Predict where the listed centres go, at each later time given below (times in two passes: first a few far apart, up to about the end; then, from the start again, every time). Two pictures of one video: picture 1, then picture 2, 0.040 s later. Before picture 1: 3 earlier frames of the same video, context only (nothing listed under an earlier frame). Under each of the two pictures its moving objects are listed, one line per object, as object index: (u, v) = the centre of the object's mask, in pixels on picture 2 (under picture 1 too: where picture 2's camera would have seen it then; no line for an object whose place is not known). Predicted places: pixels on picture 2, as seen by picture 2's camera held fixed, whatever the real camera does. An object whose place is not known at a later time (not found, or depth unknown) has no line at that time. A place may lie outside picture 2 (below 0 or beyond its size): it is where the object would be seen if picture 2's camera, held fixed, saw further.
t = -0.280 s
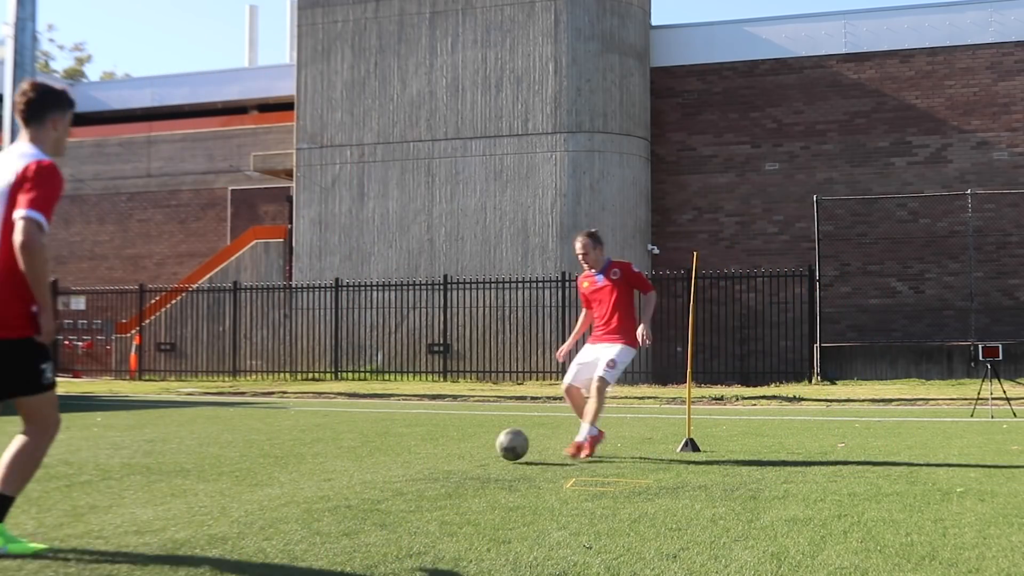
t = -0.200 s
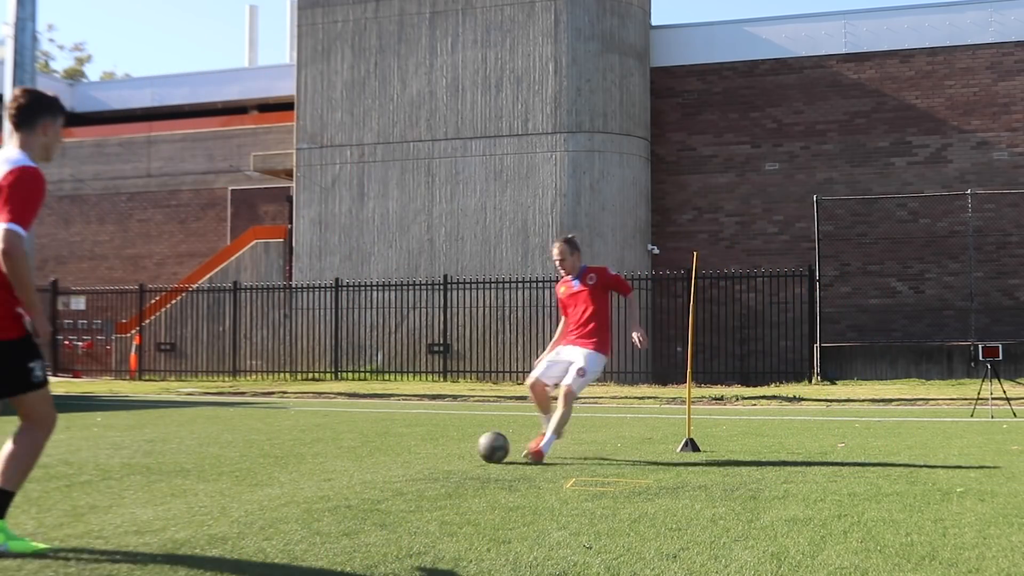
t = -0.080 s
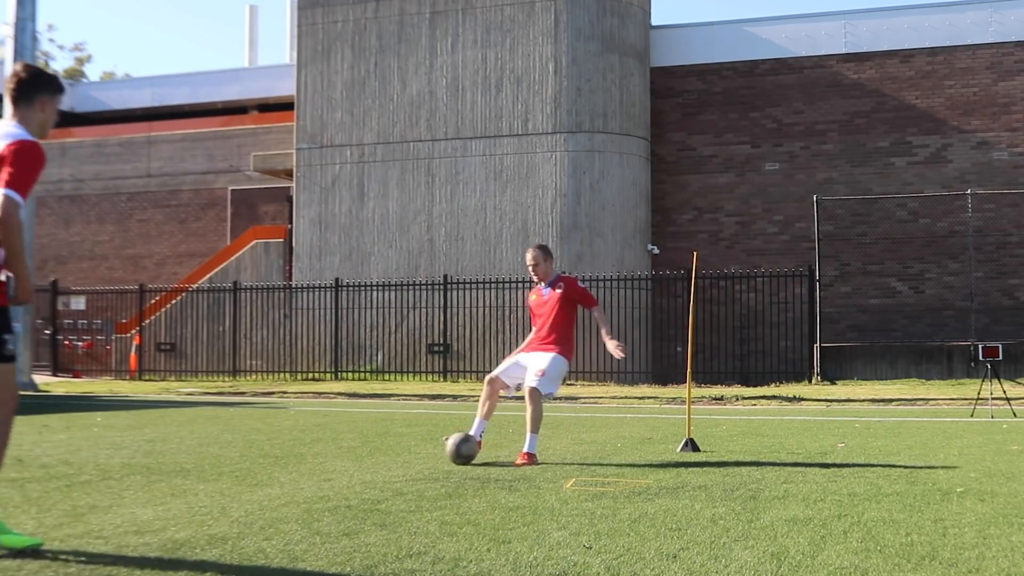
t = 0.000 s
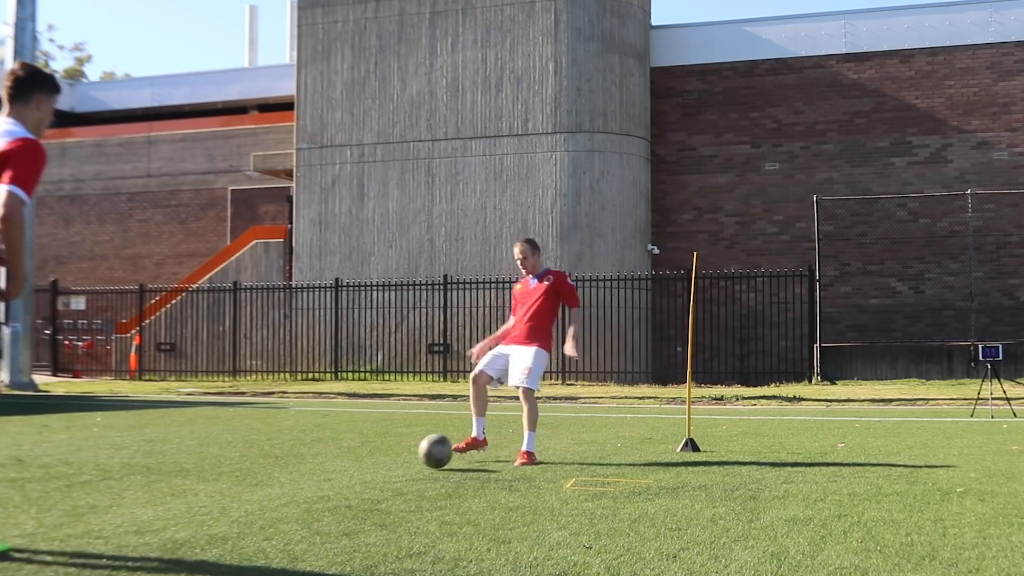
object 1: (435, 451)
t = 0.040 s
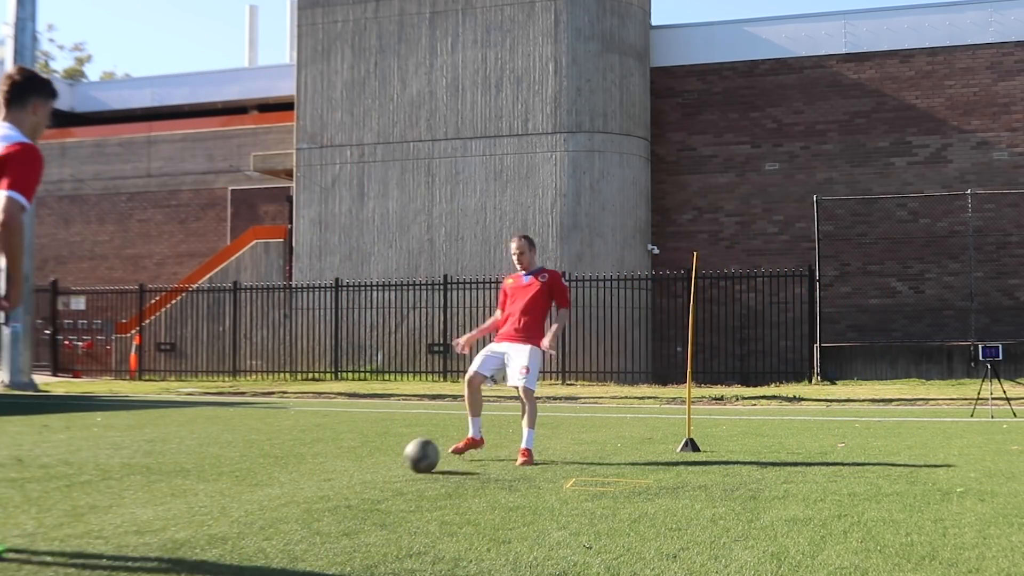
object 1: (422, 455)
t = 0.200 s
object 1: (367, 463)
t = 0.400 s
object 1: (292, 474)
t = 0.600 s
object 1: (203, 486)
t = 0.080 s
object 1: (408, 456)
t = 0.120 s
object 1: (395, 457)
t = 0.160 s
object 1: (381, 461)
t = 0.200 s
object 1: (367, 463)
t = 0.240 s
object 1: (354, 464)
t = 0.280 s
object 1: (339, 468)
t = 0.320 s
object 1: (324, 470)
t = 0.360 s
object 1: (308, 472)
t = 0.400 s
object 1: (292, 474)
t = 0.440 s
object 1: (276, 475)
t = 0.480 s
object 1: (259, 478)
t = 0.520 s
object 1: (241, 480)
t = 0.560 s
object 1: (222, 483)
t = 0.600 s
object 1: (203, 486)
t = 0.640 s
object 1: (183, 487)
